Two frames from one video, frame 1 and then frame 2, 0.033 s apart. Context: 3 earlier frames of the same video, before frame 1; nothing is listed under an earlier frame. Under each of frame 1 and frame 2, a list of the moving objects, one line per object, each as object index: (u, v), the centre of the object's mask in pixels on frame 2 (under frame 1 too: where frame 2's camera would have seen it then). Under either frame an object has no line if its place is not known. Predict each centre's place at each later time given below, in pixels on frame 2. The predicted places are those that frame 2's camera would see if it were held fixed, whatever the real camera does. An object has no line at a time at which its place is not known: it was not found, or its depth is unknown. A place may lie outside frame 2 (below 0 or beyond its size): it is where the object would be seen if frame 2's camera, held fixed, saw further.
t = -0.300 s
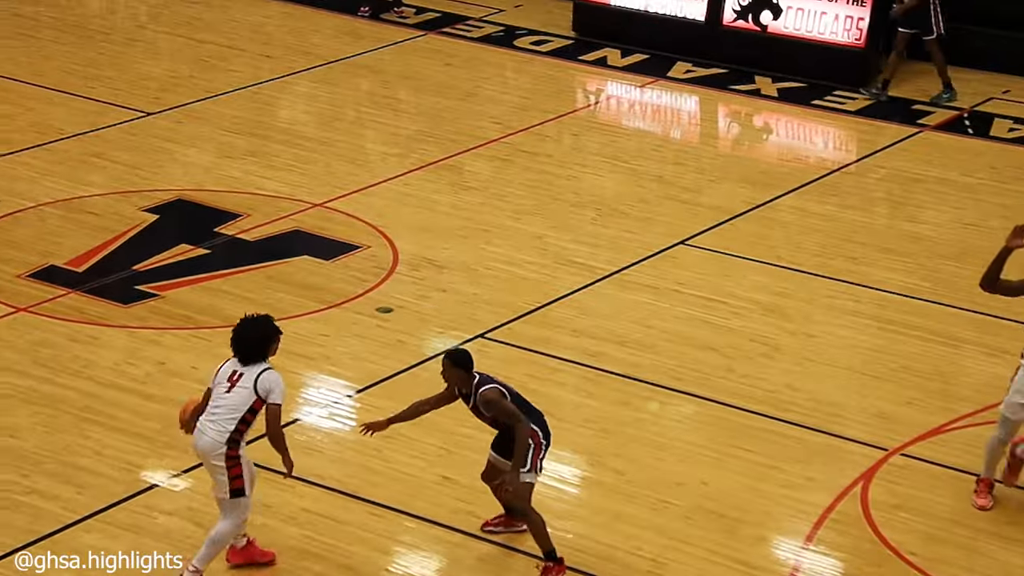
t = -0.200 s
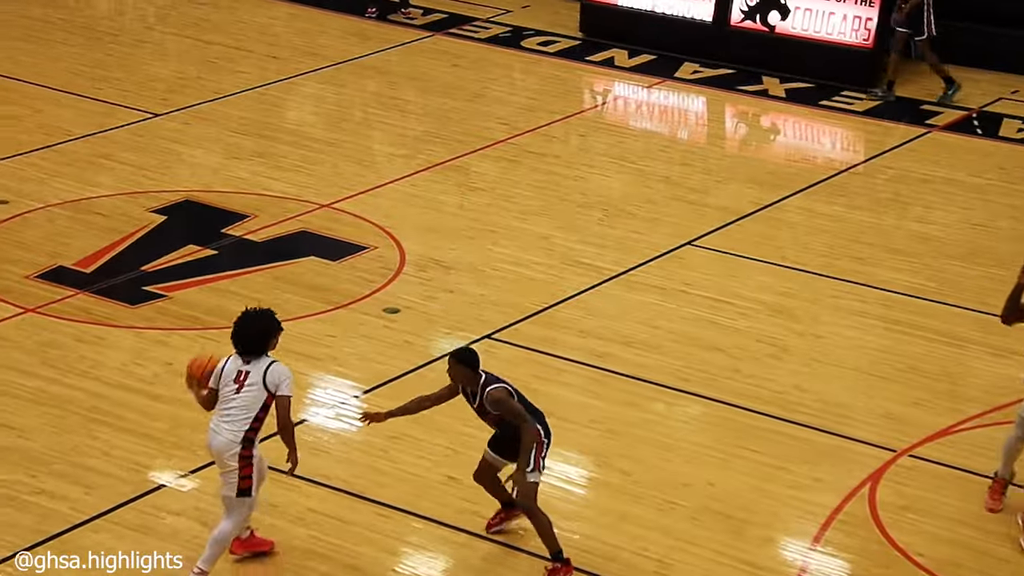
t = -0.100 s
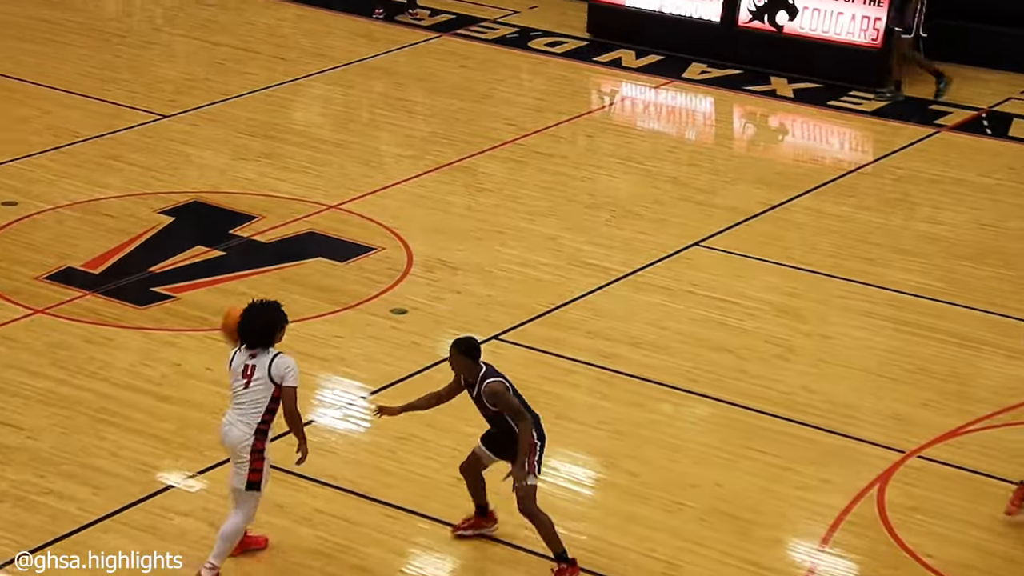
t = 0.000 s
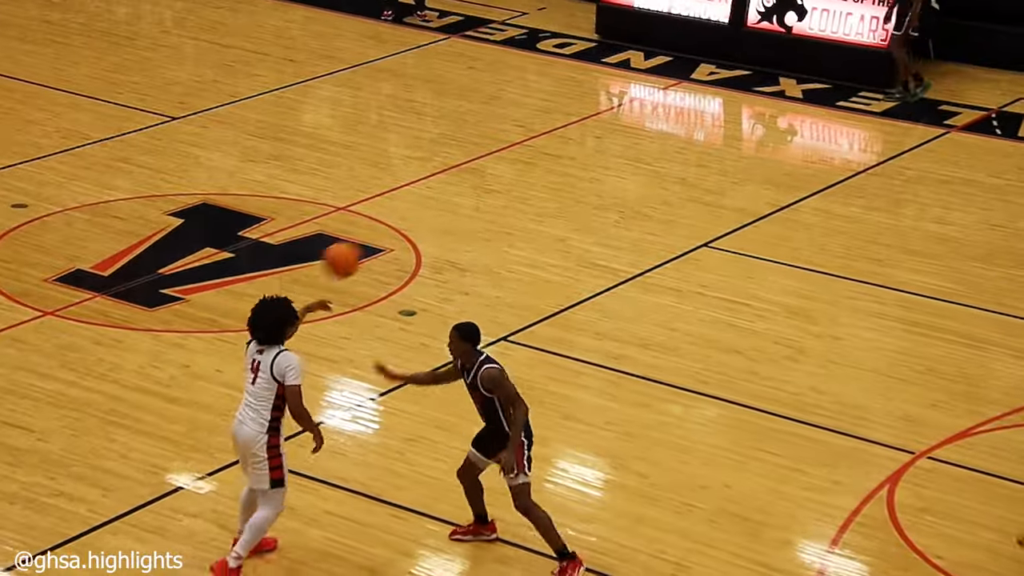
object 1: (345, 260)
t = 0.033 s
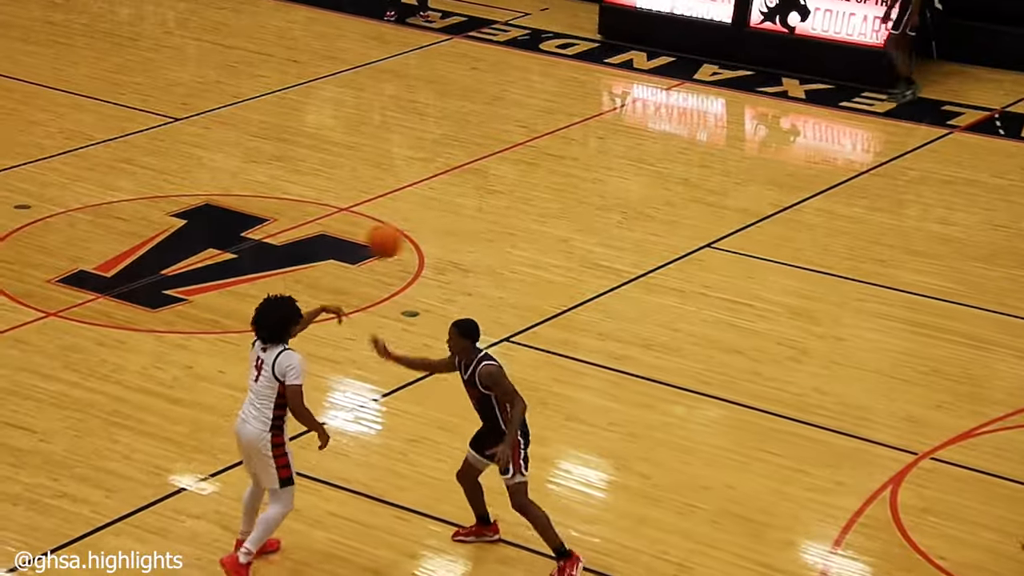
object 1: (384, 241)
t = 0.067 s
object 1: (423, 223)
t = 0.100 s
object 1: (462, 207)
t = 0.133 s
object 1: (499, 192)
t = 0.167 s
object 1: (535, 179)
